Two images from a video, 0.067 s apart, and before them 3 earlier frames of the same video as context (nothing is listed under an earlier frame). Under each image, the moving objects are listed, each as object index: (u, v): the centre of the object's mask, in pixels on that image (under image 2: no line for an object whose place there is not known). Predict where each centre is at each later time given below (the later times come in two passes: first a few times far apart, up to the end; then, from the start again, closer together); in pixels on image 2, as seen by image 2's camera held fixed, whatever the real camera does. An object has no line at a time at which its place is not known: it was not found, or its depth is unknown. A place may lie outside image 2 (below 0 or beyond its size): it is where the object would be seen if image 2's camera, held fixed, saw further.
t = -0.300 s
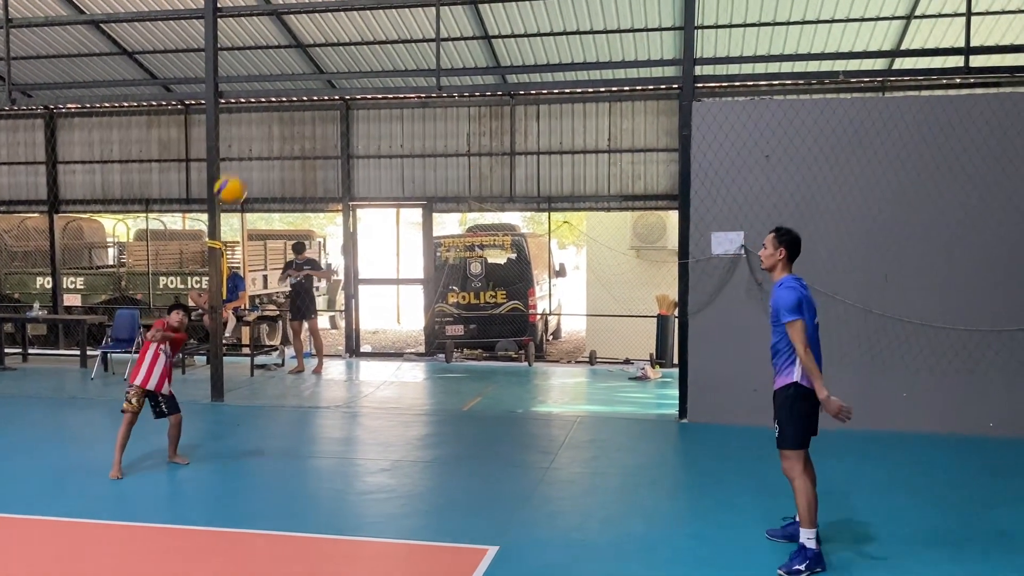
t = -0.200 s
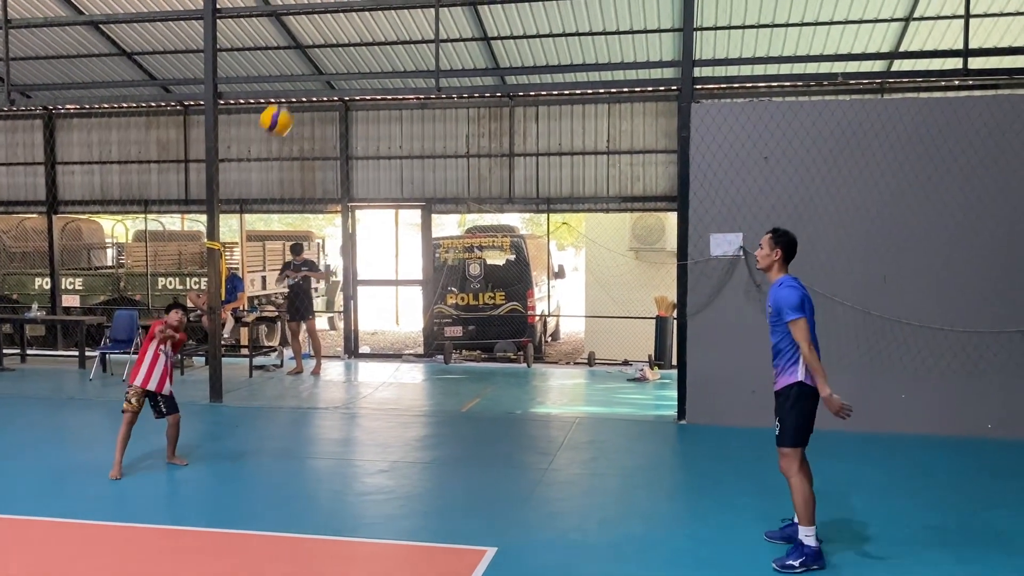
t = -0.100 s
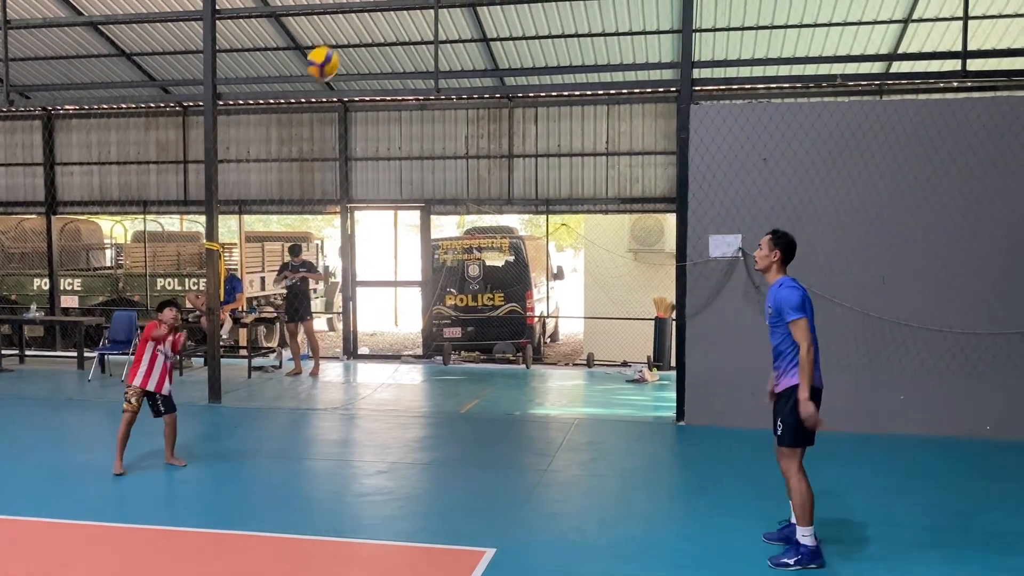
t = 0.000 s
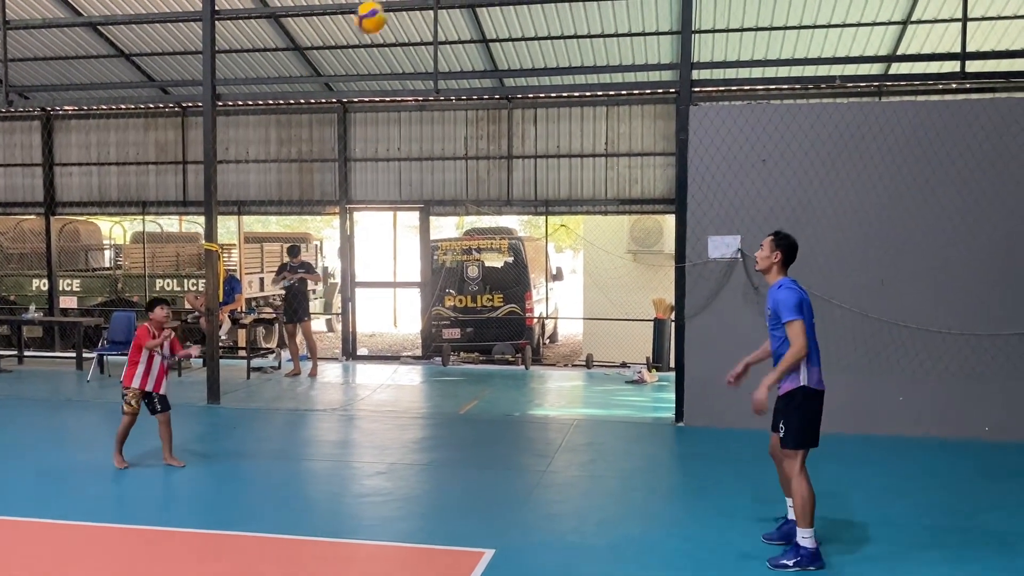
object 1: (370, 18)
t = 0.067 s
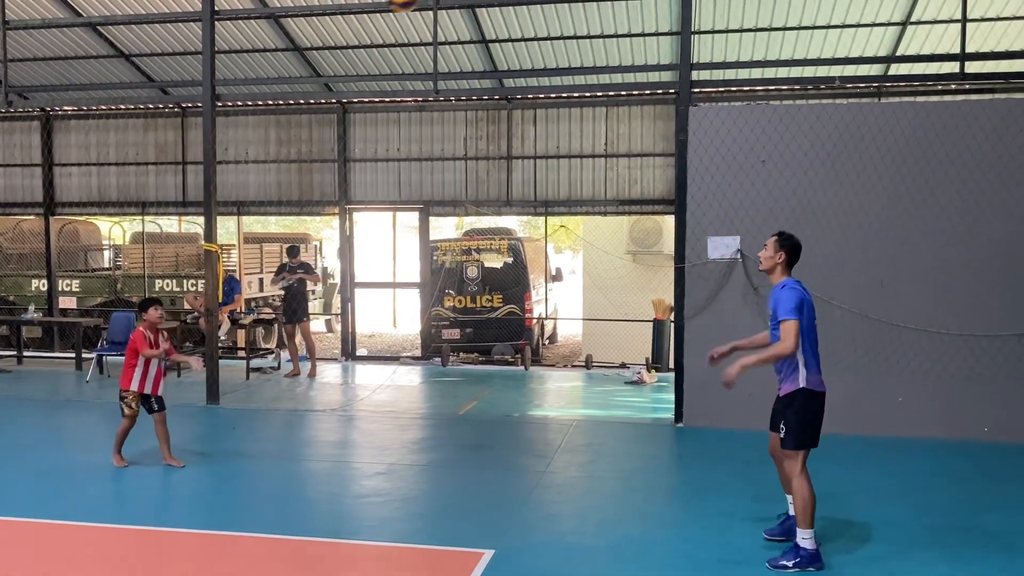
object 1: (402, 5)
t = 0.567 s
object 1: (661, 32)
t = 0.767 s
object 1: (770, 157)
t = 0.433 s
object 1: (590, -1)
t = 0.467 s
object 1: (609, 2)
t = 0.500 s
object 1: (626, 6)
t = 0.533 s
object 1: (643, 17)
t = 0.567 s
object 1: (661, 32)
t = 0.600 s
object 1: (679, 48)
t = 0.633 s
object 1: (697, 67)
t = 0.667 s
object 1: (715, 86)
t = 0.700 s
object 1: (734, 108)
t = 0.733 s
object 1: (752, 131)
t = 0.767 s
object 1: (770, 157)
